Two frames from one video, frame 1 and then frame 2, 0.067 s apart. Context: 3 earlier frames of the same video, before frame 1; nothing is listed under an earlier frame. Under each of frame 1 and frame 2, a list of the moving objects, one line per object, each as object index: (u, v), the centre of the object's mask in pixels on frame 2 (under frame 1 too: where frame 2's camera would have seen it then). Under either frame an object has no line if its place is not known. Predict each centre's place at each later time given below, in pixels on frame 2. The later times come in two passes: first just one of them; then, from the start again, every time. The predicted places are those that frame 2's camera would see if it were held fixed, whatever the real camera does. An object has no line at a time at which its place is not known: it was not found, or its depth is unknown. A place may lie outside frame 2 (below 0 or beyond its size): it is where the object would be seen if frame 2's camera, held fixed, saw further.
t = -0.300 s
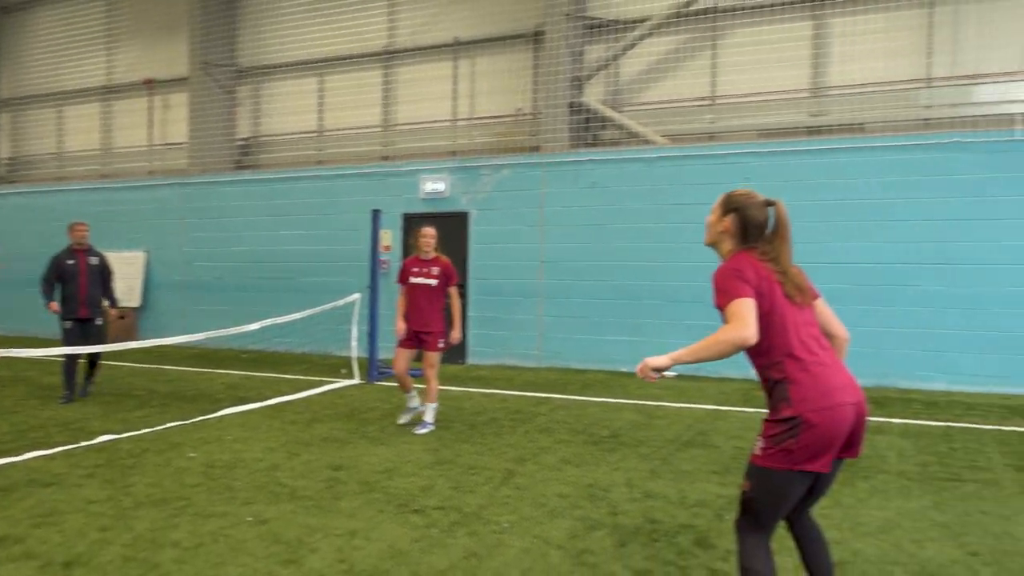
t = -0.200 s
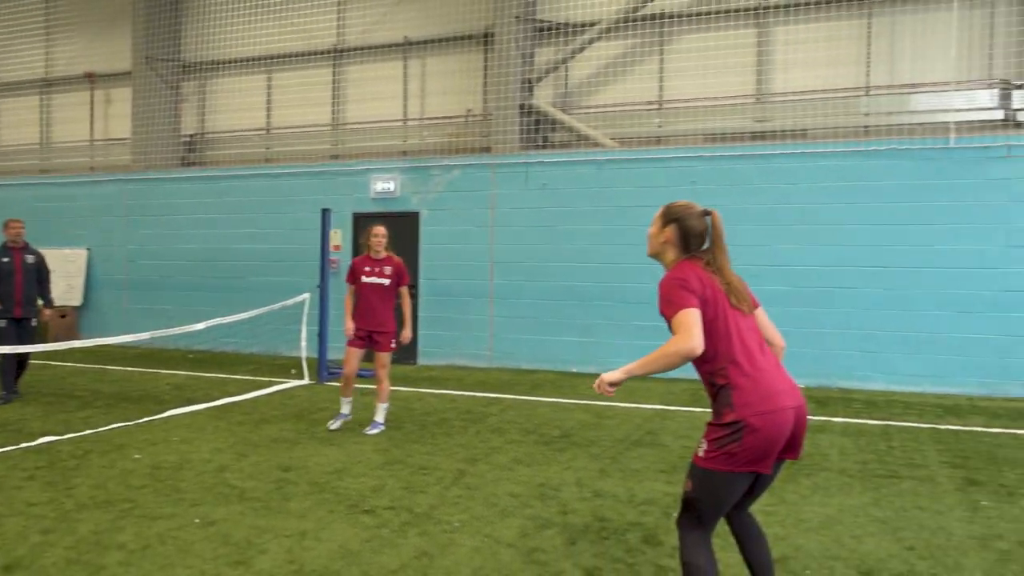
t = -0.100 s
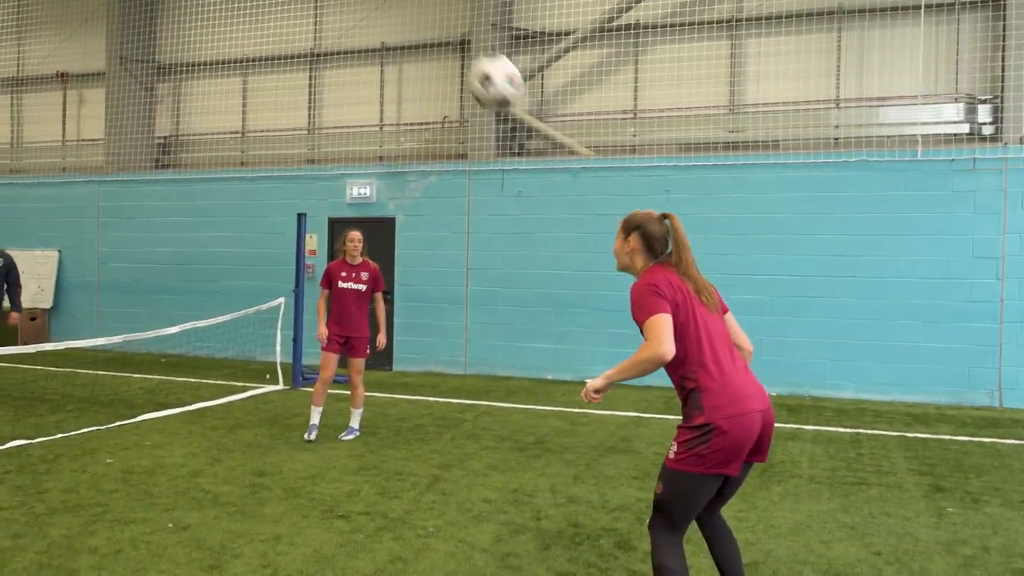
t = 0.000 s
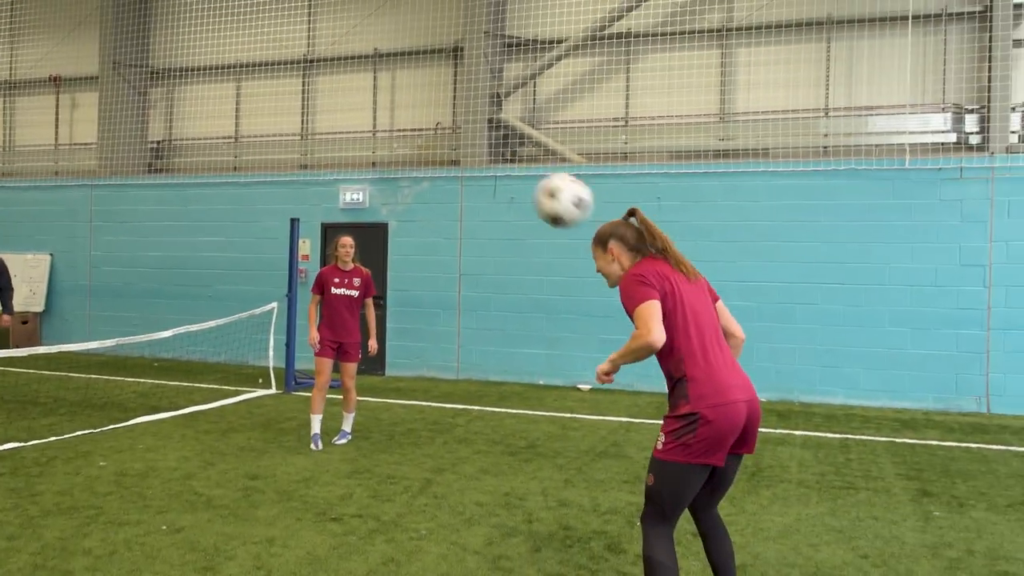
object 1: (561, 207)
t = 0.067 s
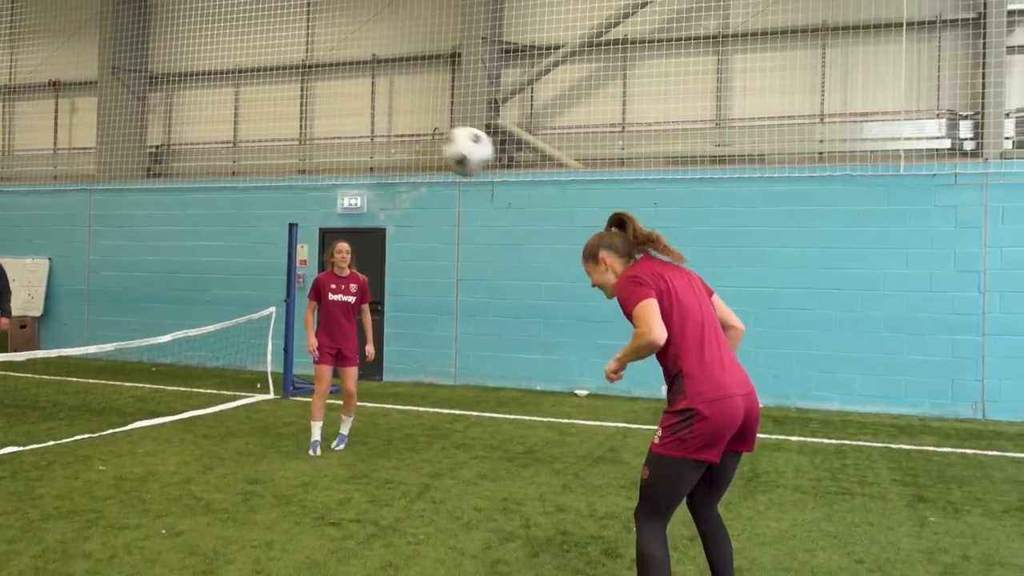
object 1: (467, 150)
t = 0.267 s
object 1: (260, 74)
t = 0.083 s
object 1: (446, 140)
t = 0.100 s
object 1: (426, 131)
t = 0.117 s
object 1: (407, 121)
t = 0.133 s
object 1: (388, 113)
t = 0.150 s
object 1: (369, 106)
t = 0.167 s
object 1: (352, 99)
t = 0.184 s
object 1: (335, 93)
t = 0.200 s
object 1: (318, 88)
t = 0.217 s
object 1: (302, 84)
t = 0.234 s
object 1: (288, 80)
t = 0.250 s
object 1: (273, 77)
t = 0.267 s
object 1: (260, 74)
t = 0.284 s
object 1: (246, 72)
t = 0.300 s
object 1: (233, 70)
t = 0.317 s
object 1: (221, 69)
